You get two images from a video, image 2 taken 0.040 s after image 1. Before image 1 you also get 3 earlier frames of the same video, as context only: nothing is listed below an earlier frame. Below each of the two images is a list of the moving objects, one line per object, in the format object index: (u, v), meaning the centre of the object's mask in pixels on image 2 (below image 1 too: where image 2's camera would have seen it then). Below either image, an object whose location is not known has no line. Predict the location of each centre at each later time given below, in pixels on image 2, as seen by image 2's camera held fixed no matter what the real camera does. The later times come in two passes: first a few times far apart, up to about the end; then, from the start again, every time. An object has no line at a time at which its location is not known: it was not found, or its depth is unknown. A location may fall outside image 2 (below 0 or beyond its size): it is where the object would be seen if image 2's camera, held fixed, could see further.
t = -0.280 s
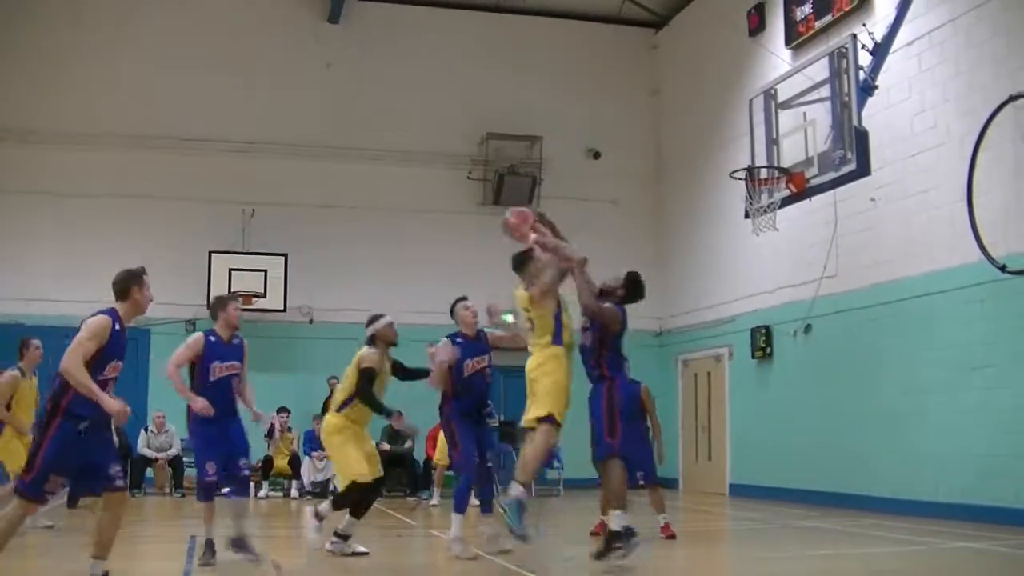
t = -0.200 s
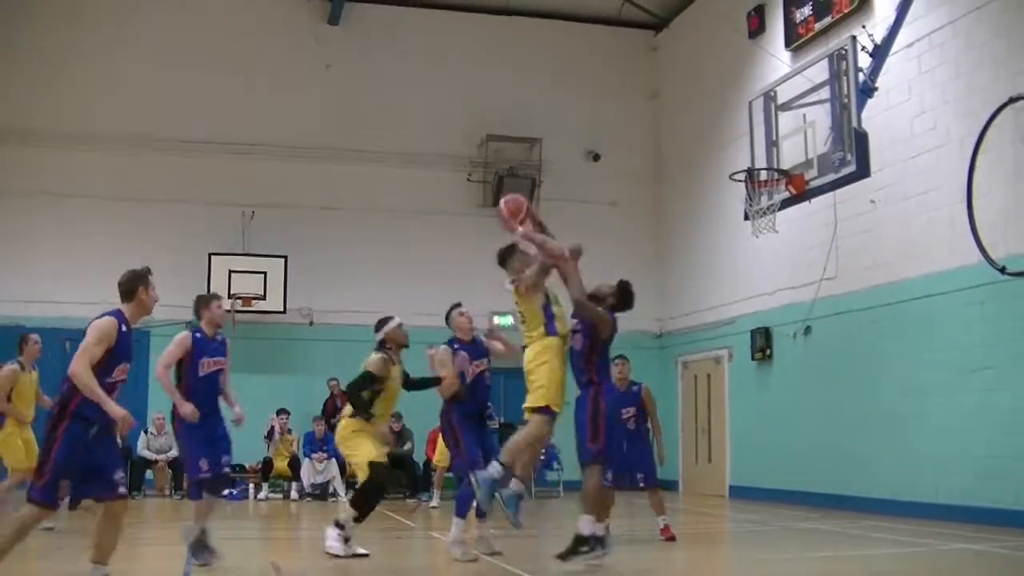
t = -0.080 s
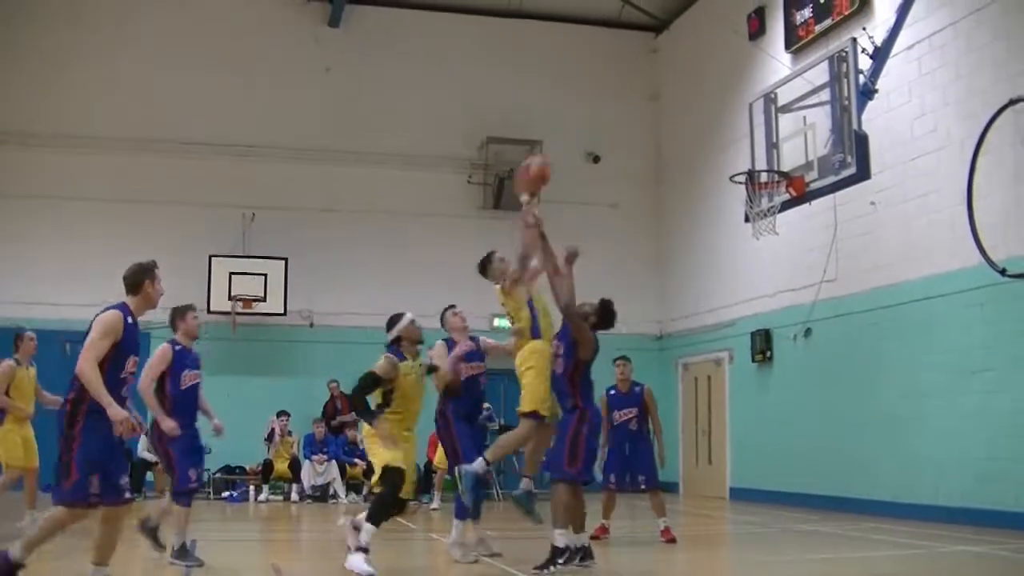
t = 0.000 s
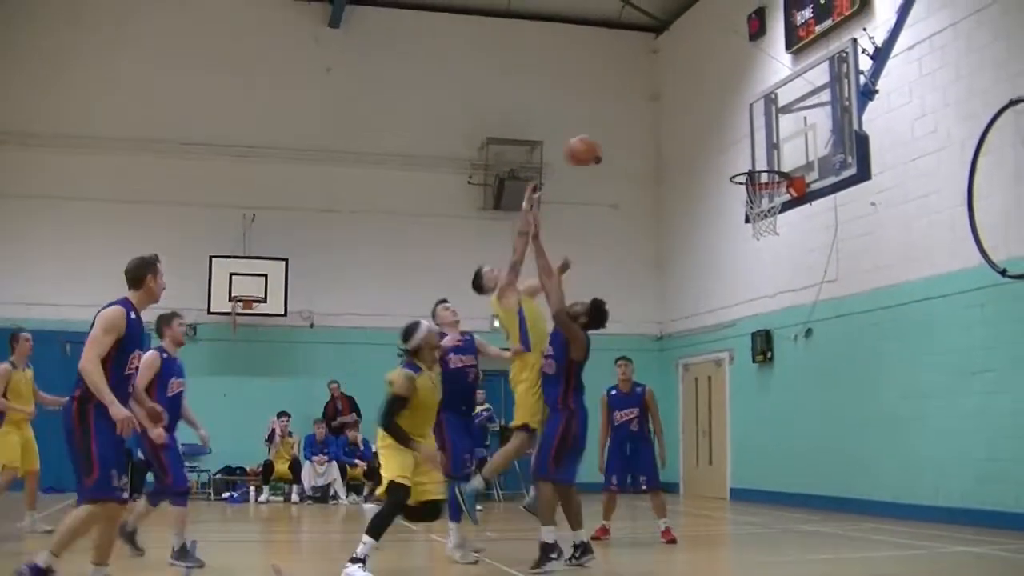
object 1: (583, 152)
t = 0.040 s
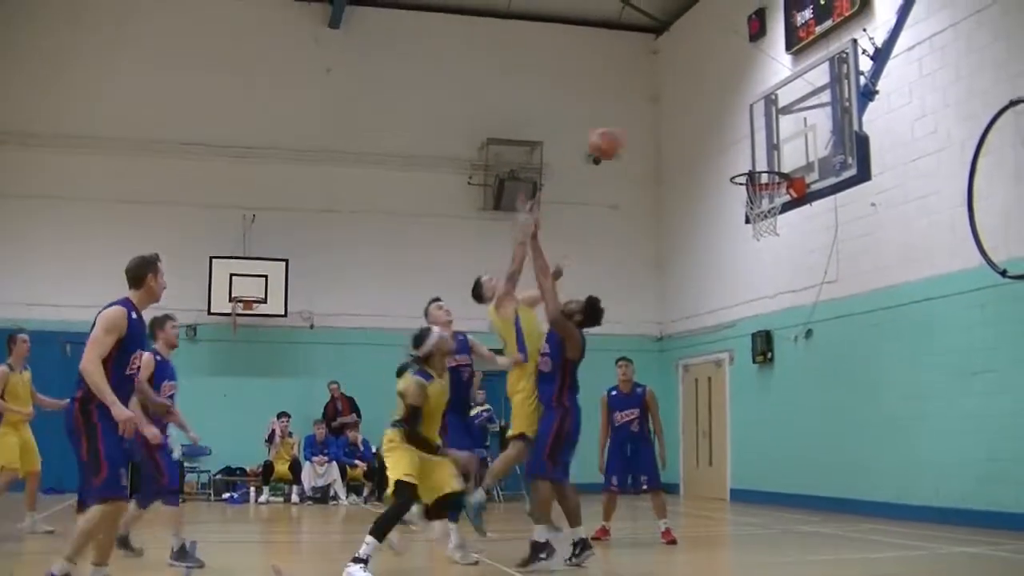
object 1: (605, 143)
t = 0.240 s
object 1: (721, 136)
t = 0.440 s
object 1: (798, 174)
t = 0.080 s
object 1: (632, 137)
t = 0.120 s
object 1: (654, 134)
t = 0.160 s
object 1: (678, 133)
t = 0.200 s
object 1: (699, 133)
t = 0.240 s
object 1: (721, 136)
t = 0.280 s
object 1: (746, 142)
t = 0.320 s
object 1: (769, 148)
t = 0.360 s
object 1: (793, 156)
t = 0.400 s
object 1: (813, 165)
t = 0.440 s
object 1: (798, 174)
